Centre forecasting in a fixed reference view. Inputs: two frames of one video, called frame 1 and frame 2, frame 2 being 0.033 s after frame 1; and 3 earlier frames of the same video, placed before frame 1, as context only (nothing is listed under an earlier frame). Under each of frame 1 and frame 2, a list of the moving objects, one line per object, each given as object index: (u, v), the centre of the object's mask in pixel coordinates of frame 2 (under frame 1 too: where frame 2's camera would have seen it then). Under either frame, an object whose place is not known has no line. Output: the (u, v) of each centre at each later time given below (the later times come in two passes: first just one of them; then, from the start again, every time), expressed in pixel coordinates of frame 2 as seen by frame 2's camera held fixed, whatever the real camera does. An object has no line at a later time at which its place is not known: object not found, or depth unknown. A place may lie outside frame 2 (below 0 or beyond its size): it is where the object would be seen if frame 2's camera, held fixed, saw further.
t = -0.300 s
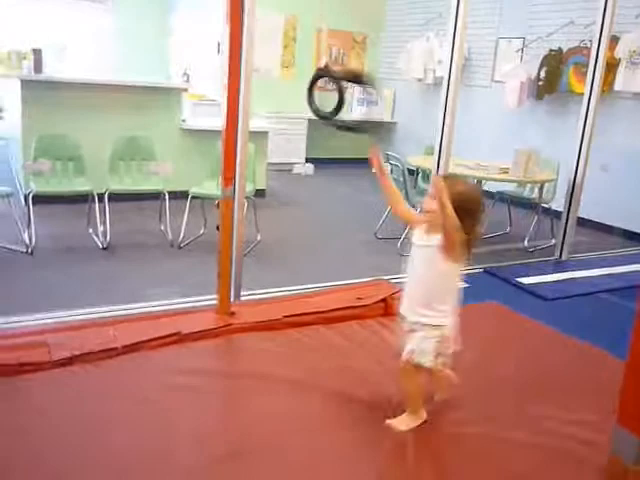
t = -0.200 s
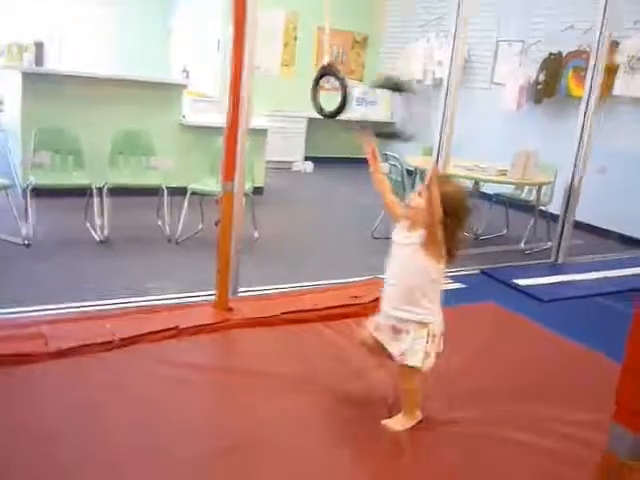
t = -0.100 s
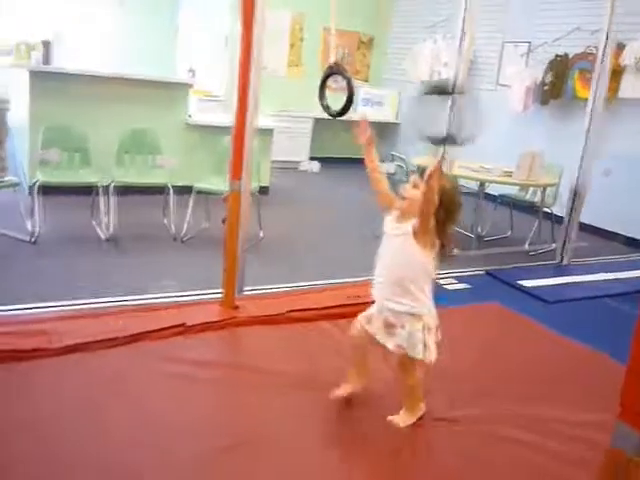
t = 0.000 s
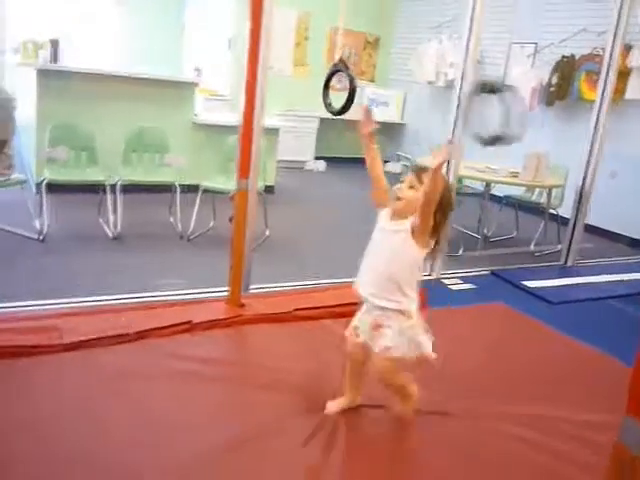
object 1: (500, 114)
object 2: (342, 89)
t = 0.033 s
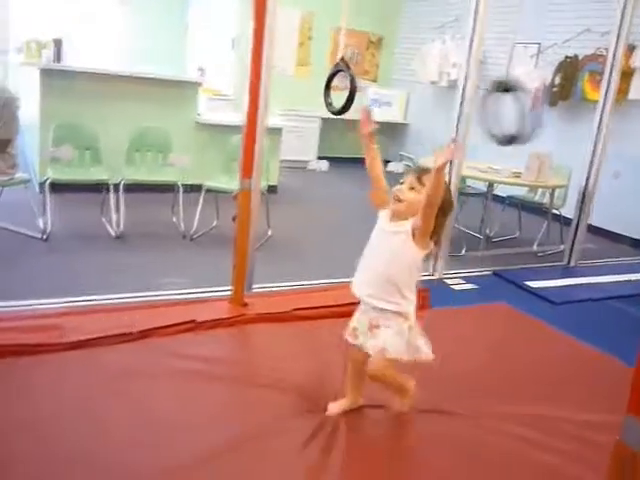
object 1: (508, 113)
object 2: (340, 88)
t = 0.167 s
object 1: (544, 106)
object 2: (330, 87)
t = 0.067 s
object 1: (521, 111)
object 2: (338, 88)
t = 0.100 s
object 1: (529, 110)
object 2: (336, 88)
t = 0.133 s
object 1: (538, 109)
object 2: (333, 88)
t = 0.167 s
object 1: (544, 106)
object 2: (330, 87)
